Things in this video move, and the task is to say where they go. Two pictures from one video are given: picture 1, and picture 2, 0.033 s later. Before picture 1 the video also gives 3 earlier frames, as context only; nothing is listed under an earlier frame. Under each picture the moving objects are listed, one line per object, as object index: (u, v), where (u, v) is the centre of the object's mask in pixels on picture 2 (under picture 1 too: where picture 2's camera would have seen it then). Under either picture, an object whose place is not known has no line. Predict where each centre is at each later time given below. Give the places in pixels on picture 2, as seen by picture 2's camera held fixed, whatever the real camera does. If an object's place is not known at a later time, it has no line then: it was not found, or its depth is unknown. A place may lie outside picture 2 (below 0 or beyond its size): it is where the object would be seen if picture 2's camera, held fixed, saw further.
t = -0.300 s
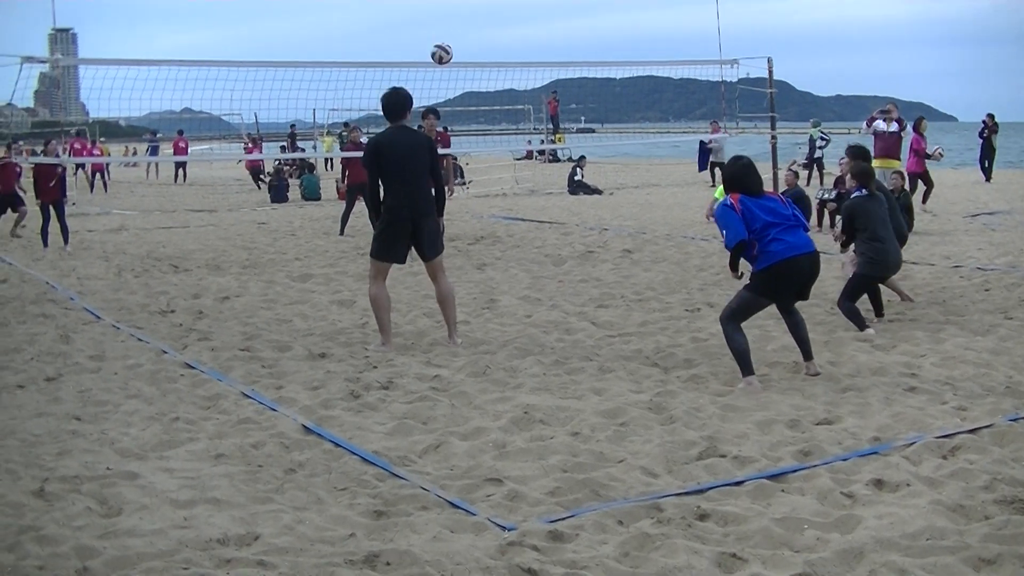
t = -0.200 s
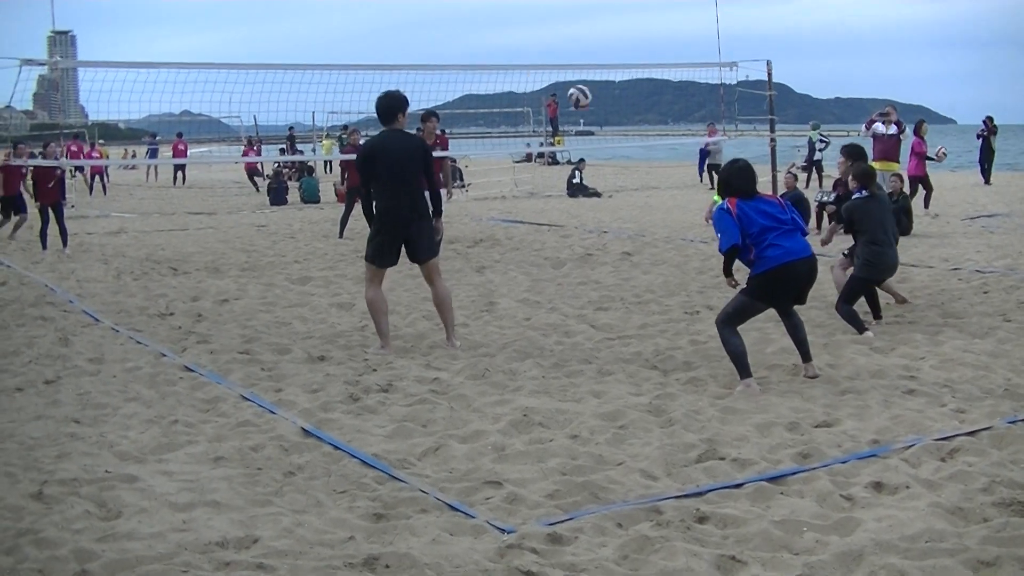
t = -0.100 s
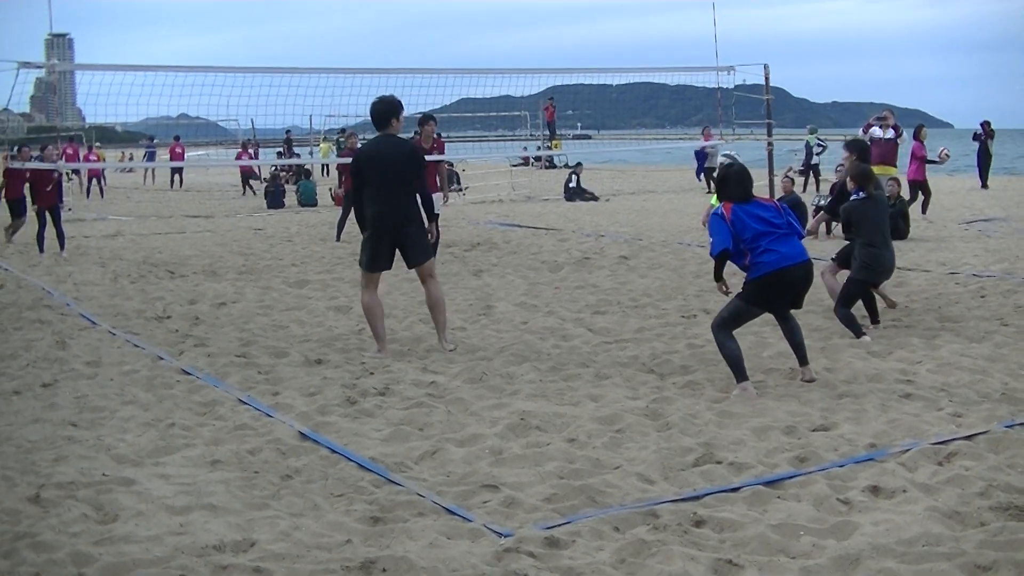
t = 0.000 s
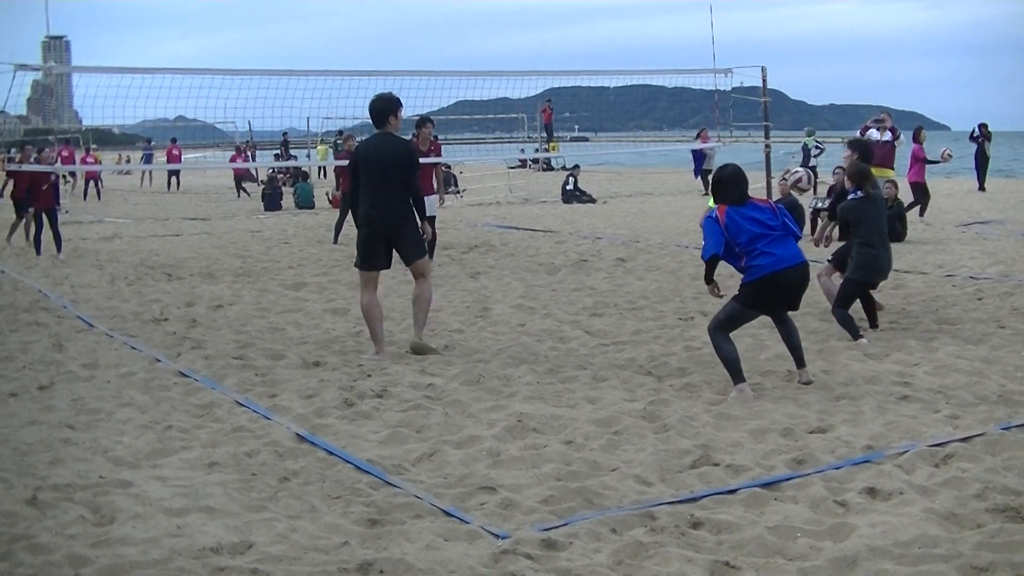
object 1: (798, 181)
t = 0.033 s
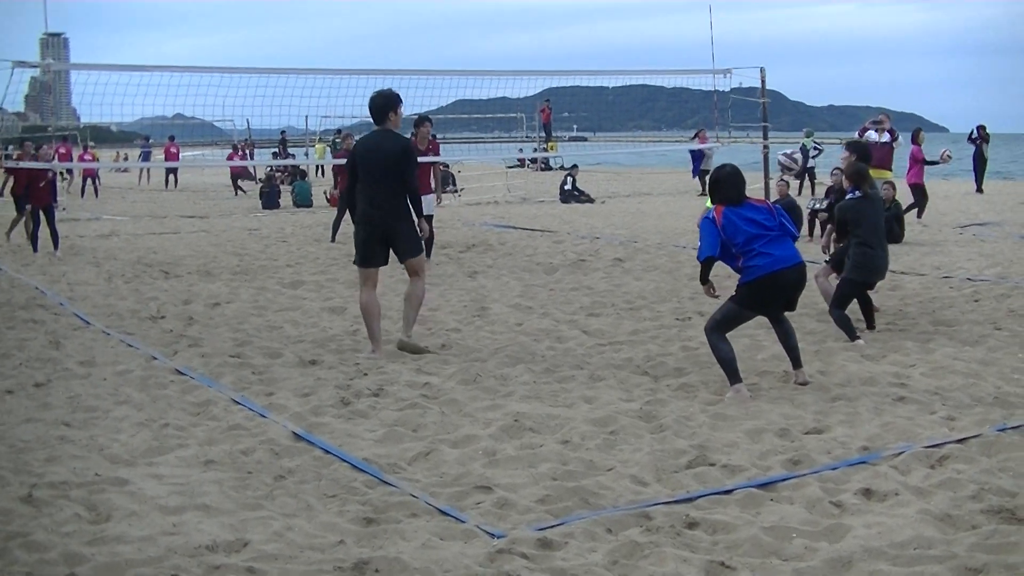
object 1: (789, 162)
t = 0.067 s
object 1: (779, 146)
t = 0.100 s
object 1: (767, 128)
